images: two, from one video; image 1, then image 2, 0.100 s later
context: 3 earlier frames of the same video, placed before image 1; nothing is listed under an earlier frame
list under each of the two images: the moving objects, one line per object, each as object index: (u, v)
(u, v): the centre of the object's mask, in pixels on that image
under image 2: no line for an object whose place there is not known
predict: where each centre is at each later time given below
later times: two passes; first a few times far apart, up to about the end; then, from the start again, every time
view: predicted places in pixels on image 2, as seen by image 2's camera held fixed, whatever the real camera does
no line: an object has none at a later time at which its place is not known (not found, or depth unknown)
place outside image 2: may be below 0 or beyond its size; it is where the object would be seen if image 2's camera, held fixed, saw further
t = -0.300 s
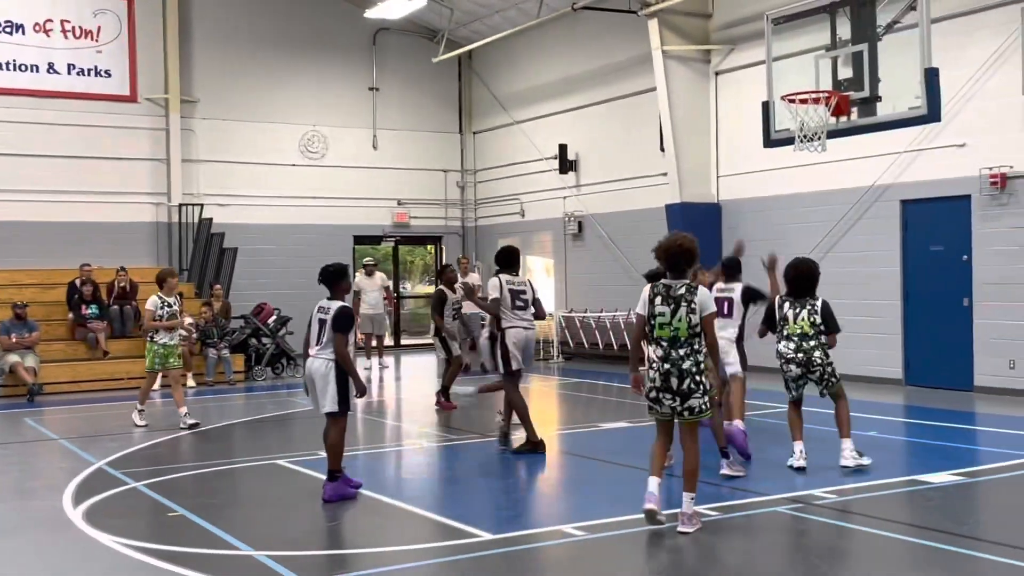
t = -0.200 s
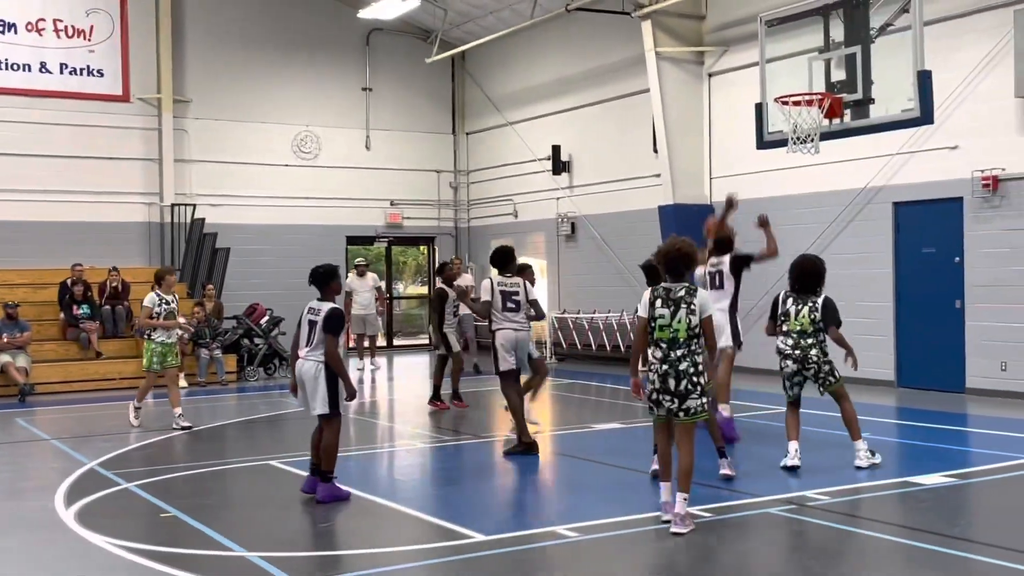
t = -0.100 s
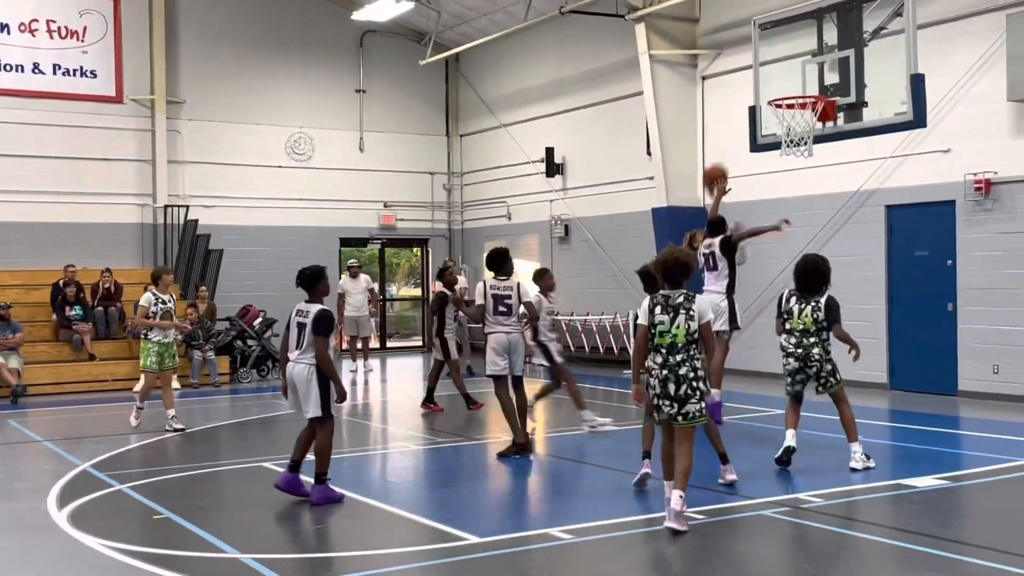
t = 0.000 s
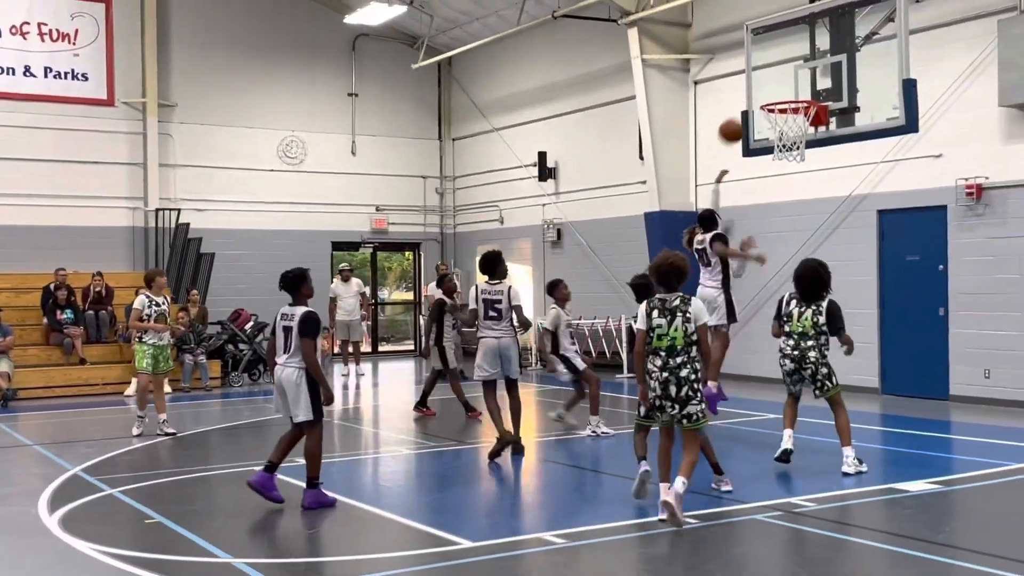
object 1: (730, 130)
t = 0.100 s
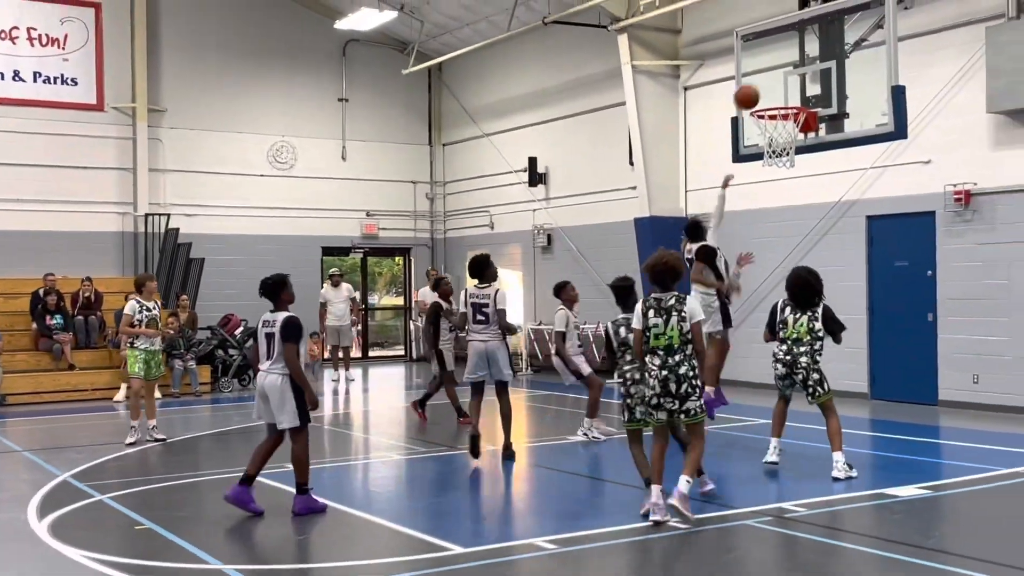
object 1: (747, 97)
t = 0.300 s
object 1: (780, 63)
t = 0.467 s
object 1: (791, 81)
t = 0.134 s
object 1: (755, 86)
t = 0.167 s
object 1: (764, 76)
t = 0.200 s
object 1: (772, 68)
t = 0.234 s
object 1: (774, 65)
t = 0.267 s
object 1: (777, 64)
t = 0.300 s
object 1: (780, 63)
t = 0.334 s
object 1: (782, 64)
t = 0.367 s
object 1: (784, 66)
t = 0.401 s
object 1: (786, 70)
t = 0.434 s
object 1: (789, 75)
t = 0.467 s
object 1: (791, 81)
